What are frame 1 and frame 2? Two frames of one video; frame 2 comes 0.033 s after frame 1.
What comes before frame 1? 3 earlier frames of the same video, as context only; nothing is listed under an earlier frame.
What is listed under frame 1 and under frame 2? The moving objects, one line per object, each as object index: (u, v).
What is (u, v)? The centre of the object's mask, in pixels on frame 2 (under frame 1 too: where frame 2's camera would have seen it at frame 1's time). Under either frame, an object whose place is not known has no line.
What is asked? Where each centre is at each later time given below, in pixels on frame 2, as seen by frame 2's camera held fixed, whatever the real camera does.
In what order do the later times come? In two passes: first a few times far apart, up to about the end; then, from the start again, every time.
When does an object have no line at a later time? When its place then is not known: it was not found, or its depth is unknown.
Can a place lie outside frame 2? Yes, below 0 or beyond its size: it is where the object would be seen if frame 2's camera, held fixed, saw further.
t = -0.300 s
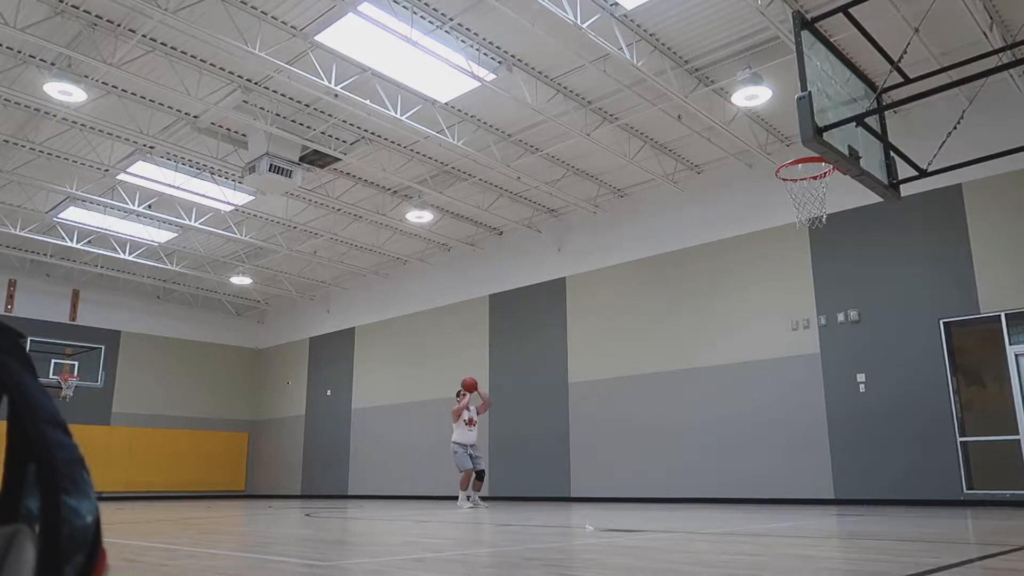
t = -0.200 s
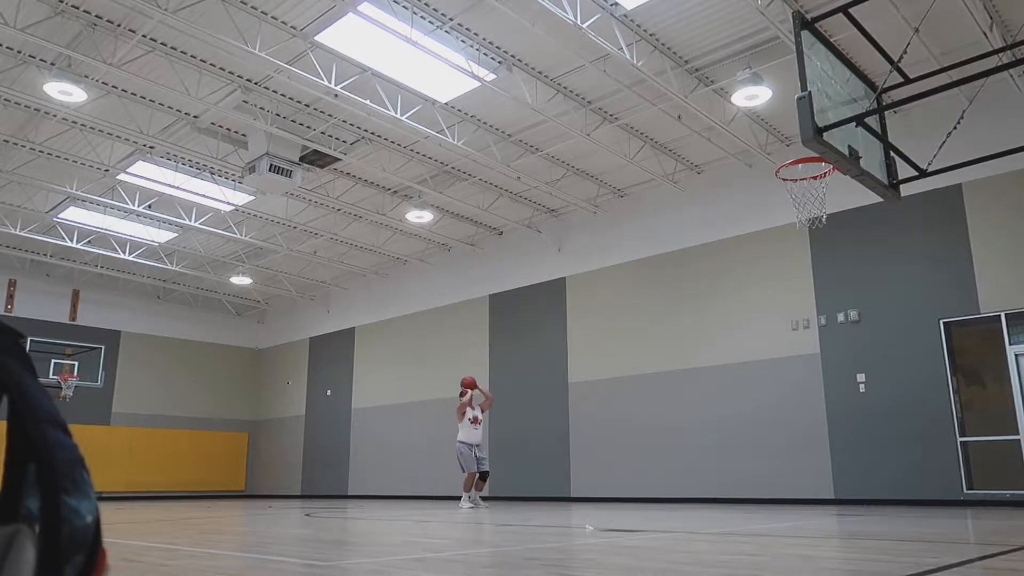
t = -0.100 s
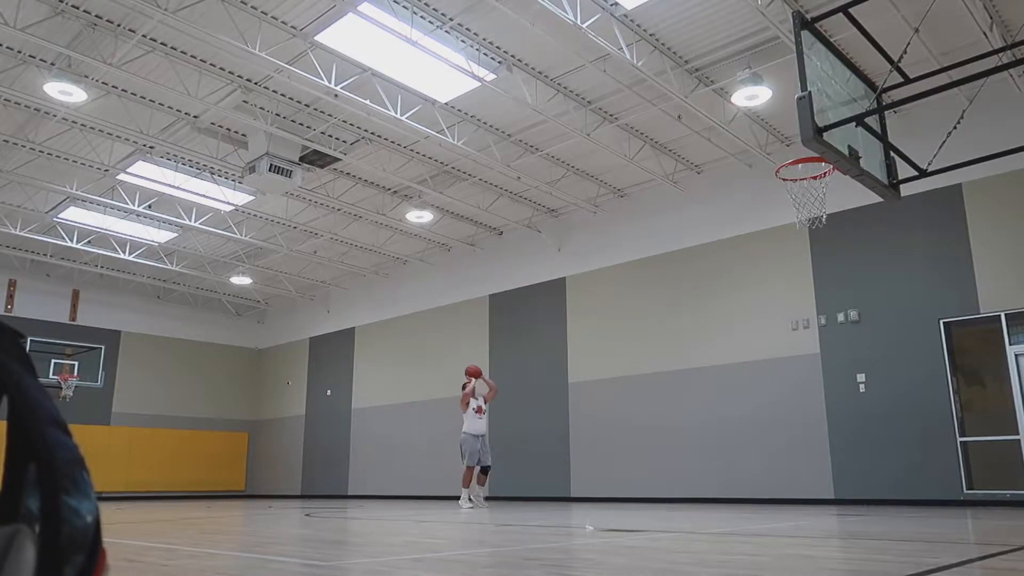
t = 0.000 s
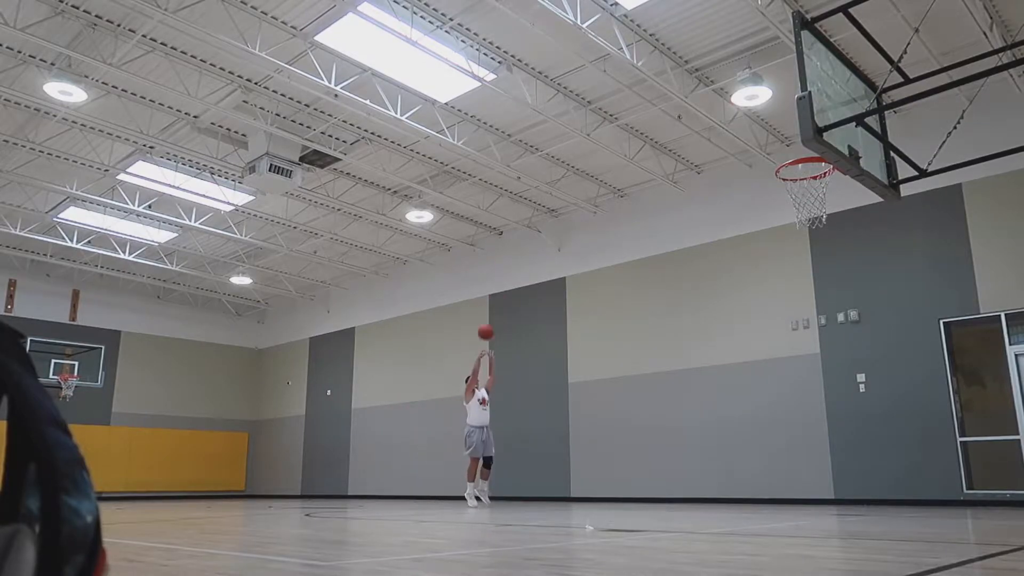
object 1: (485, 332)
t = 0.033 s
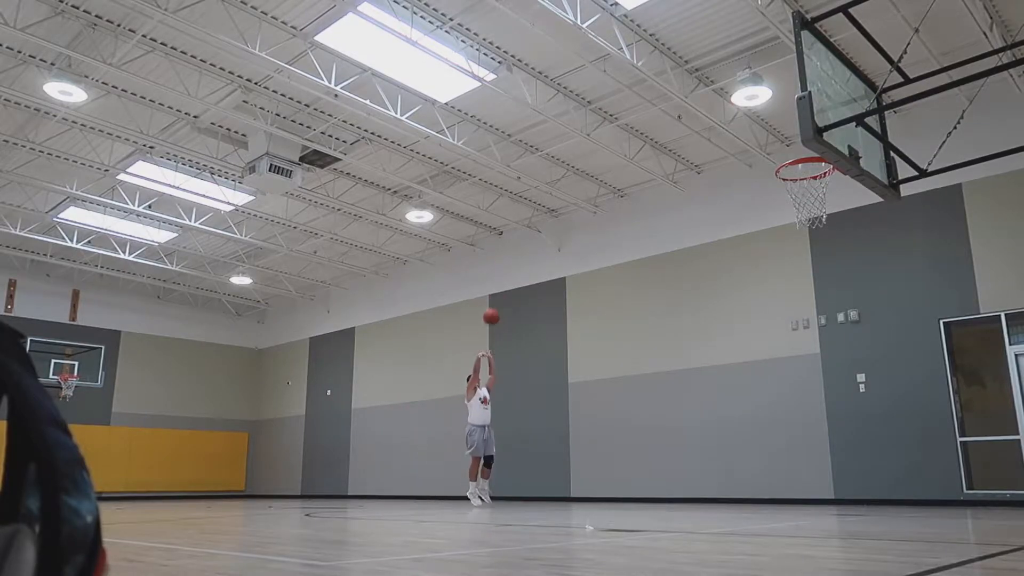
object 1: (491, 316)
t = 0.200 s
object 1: (522, 249)
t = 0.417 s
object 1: (567, 179)
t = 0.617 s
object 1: (615, 135)
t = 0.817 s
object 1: (675, 115)
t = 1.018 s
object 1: (752, 126)
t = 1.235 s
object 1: (797, 175)
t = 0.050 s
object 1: (494, 309)
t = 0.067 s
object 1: (497, 302)
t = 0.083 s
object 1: (500, 295)
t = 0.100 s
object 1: (503, 288)
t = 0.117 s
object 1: (506, 282)
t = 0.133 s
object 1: (509, 275)
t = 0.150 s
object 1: (512, 268)
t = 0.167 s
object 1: (515, 262)
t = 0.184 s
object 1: (519, 255)
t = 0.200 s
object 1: (522, 249)
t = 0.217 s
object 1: (525, 243)
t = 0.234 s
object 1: (528, 237)
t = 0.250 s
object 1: (532, 231)
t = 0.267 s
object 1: (535, 225)
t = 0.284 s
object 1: (538, 220)
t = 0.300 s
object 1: (542, 214)
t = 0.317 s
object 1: (545, 209)
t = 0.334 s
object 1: (548, 204)
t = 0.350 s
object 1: (552, 198)
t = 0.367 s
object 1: (556, 193)
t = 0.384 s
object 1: (559, 188)
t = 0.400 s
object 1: (563, 184)
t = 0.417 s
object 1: (567, 179)
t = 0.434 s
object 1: (570, 175)
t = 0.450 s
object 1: (574, 170)
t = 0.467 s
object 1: (578, 166)
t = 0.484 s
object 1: (582, 162)
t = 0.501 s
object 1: (586, 158)
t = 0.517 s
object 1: (590, 155)
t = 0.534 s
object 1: (594, 151)
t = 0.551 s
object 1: (599, 147)
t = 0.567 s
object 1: (602, 144)
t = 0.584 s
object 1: (607, 141)
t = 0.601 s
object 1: (611, 138)
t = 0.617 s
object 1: (615, 135)
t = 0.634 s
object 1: (620, 132)
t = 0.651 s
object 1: (624, 130)
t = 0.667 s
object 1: (629, 127)
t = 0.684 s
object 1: (634, 125)
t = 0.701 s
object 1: (639, 123)
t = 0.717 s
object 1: (644, 121)
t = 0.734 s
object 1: (649, 120)
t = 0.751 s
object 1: (654, 118)
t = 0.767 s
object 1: (659, 117)
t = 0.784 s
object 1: (664, 116)
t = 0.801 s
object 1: (670, 115)
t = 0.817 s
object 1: (675, 115)
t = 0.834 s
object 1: (681, 114)
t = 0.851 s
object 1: (687, 114)
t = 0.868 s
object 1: (692, 114)
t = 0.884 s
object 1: (699, 115)
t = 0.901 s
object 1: (705, 115)
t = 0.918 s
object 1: (711, 116)
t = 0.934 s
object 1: (718, 117)
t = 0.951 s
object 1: (724, 118)
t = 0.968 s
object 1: (731, 120)
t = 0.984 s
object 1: (737, 122)
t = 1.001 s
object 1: (745, 124)
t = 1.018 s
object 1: (752, 126)
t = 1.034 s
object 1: (759, 129)
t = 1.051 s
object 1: (767, 132)
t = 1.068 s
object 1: (775, 136)
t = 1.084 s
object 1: (783, 139)
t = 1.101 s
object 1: (790, 144)
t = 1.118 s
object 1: (796, 148)
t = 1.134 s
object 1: (804, 155)
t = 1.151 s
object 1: (814, 164)
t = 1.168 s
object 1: (815, 168)
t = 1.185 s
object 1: (806, 170)
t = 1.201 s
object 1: (794, 174)
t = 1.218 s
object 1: (789, 175)
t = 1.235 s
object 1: (797, 175)
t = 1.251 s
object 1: (806, 174)
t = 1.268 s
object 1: (815, 173)
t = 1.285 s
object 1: (820, 174)
